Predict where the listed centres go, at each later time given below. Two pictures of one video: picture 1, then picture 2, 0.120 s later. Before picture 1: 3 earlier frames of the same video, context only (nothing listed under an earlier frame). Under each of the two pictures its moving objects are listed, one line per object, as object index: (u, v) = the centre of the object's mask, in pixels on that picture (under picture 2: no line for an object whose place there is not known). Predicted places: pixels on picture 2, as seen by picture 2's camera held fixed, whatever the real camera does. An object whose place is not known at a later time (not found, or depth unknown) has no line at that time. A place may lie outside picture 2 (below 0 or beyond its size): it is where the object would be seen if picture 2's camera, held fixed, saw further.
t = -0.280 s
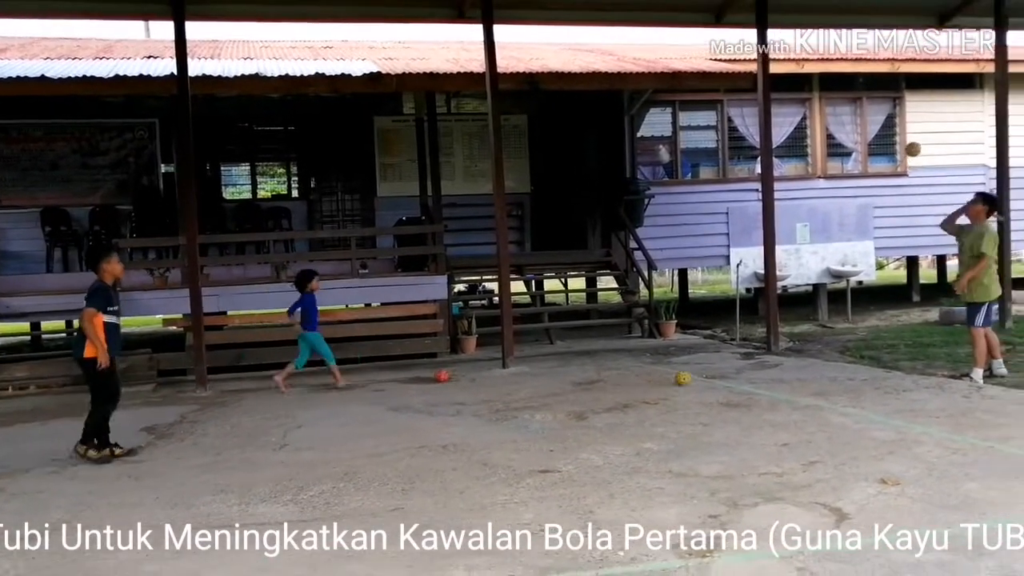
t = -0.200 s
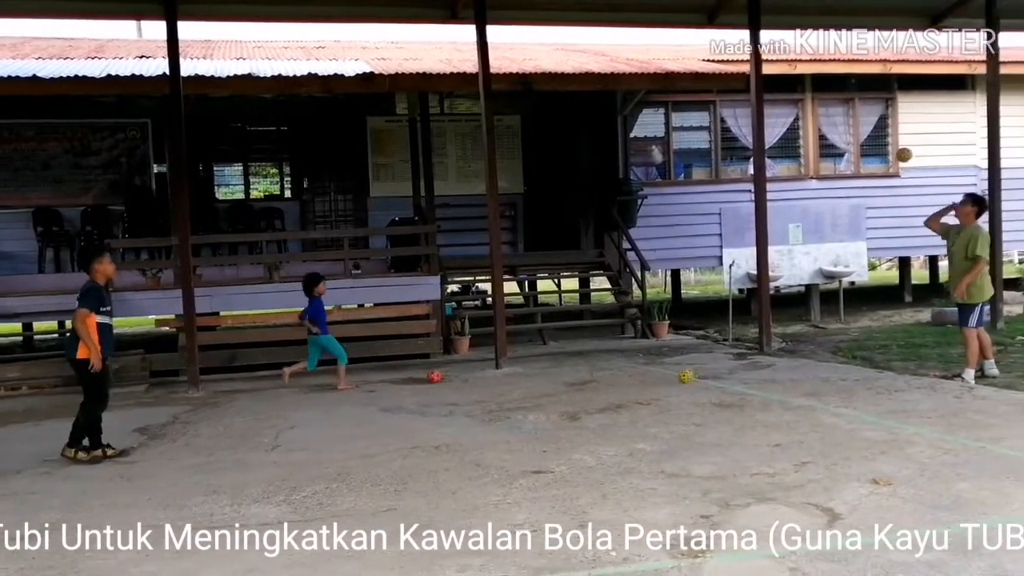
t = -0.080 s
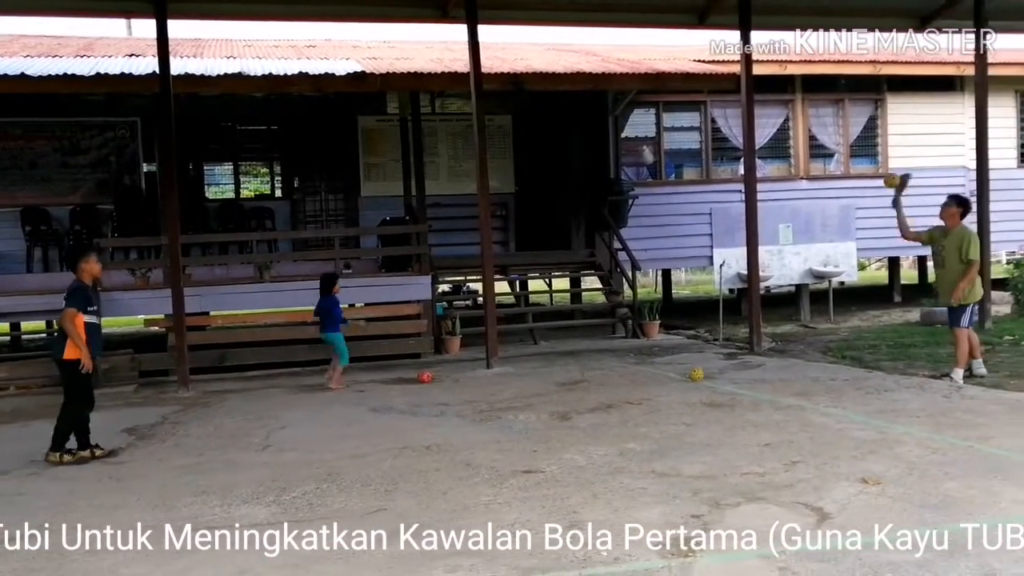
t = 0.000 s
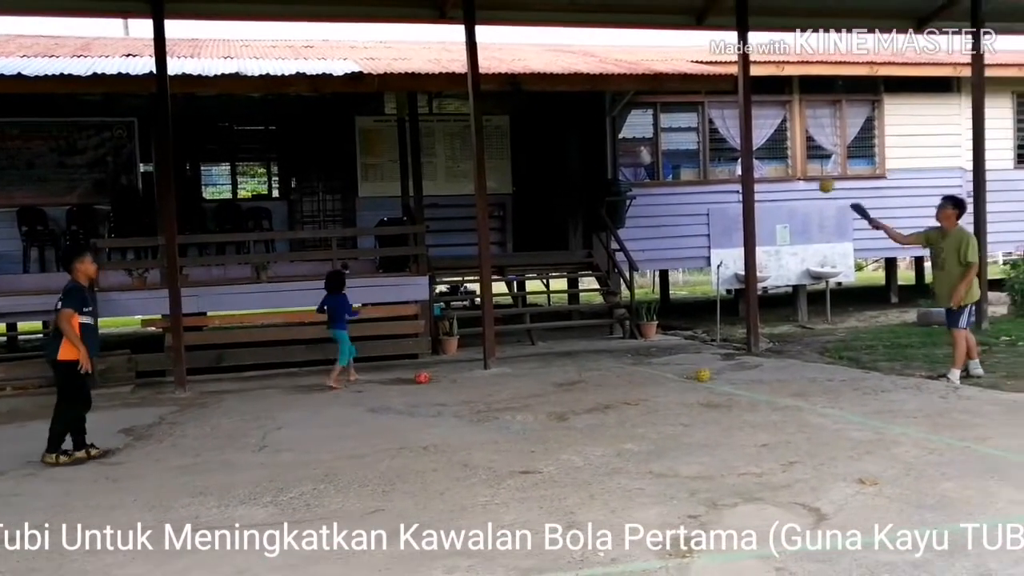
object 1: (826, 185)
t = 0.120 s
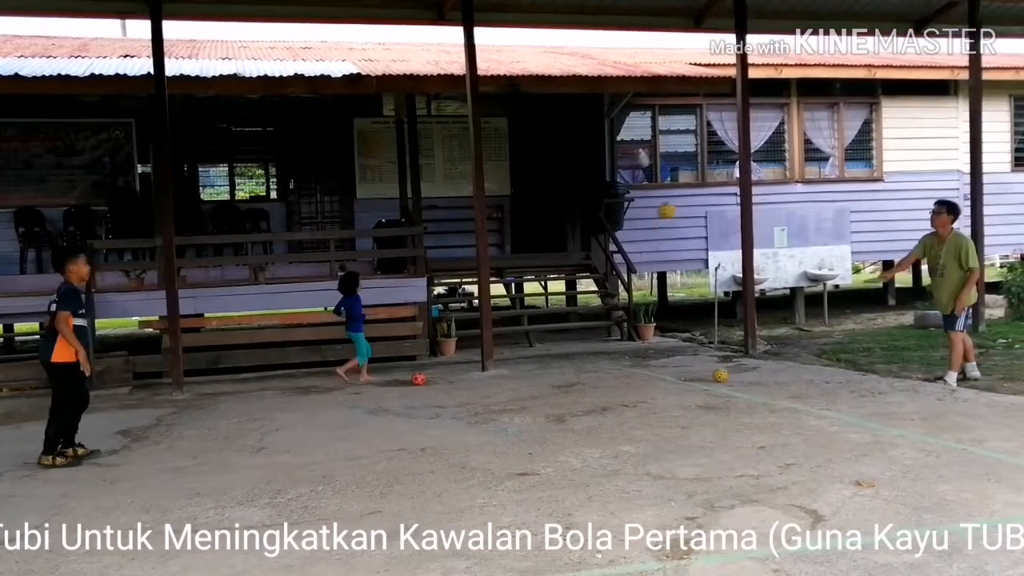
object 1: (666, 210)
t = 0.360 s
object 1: (326, 324)
